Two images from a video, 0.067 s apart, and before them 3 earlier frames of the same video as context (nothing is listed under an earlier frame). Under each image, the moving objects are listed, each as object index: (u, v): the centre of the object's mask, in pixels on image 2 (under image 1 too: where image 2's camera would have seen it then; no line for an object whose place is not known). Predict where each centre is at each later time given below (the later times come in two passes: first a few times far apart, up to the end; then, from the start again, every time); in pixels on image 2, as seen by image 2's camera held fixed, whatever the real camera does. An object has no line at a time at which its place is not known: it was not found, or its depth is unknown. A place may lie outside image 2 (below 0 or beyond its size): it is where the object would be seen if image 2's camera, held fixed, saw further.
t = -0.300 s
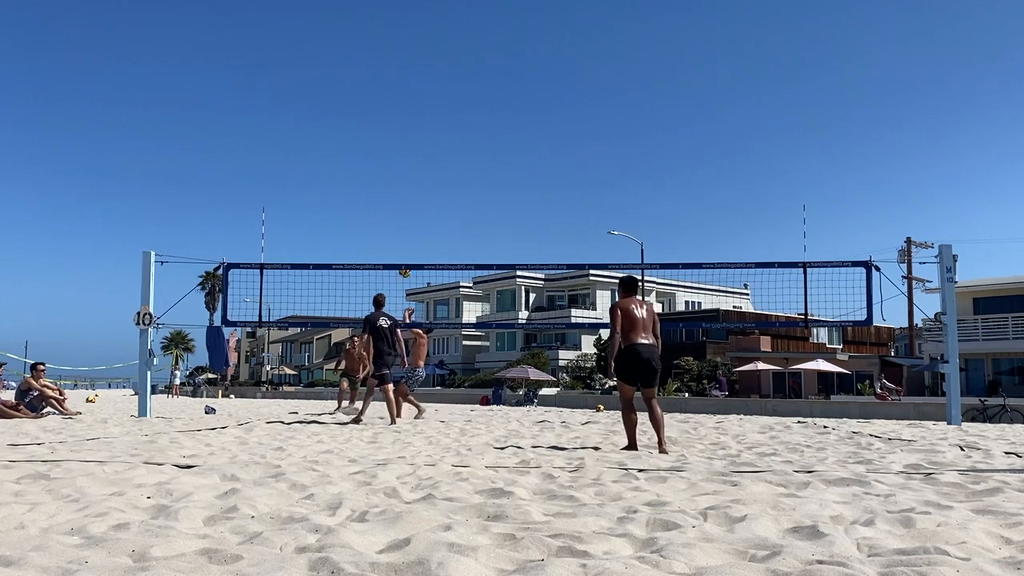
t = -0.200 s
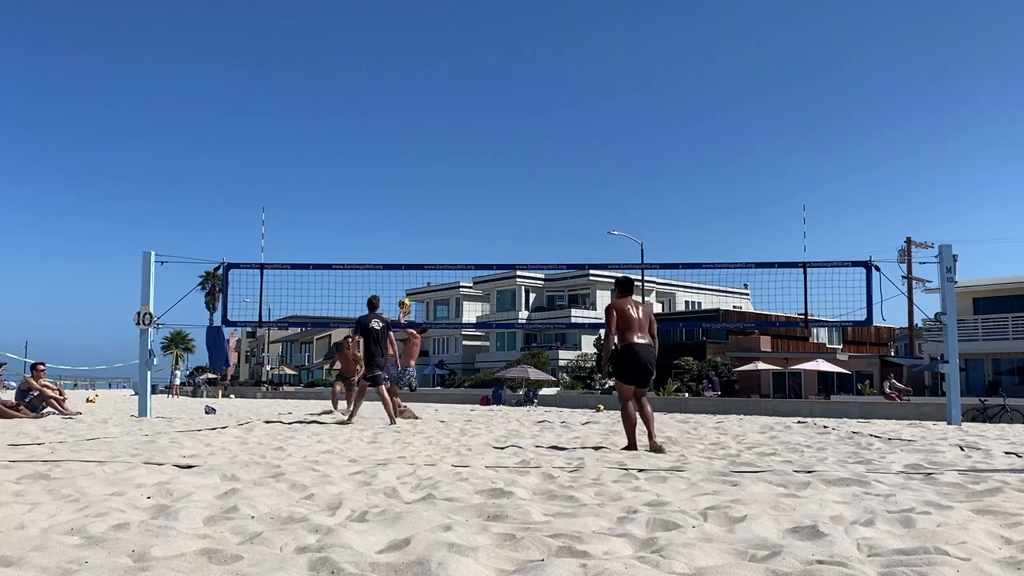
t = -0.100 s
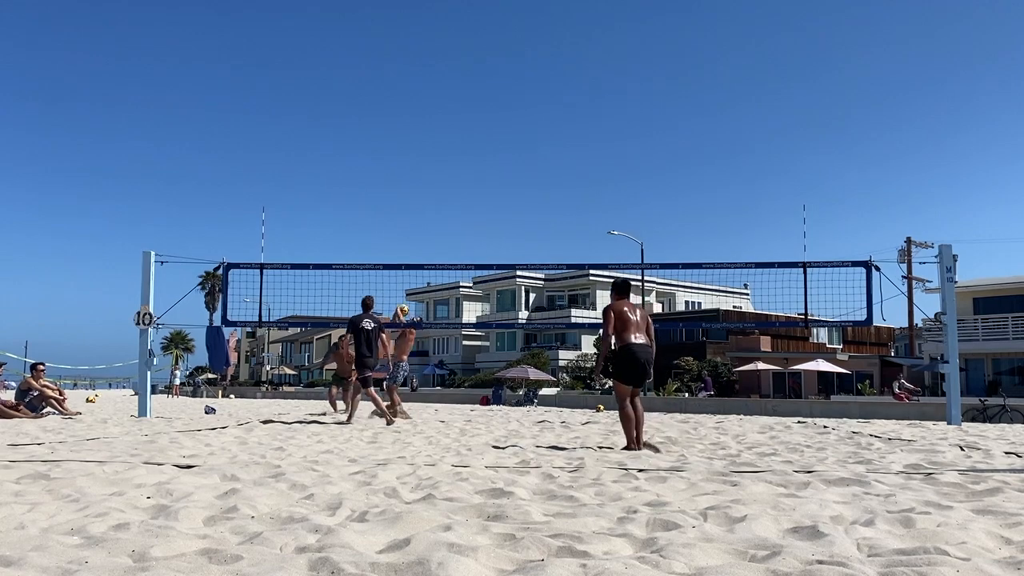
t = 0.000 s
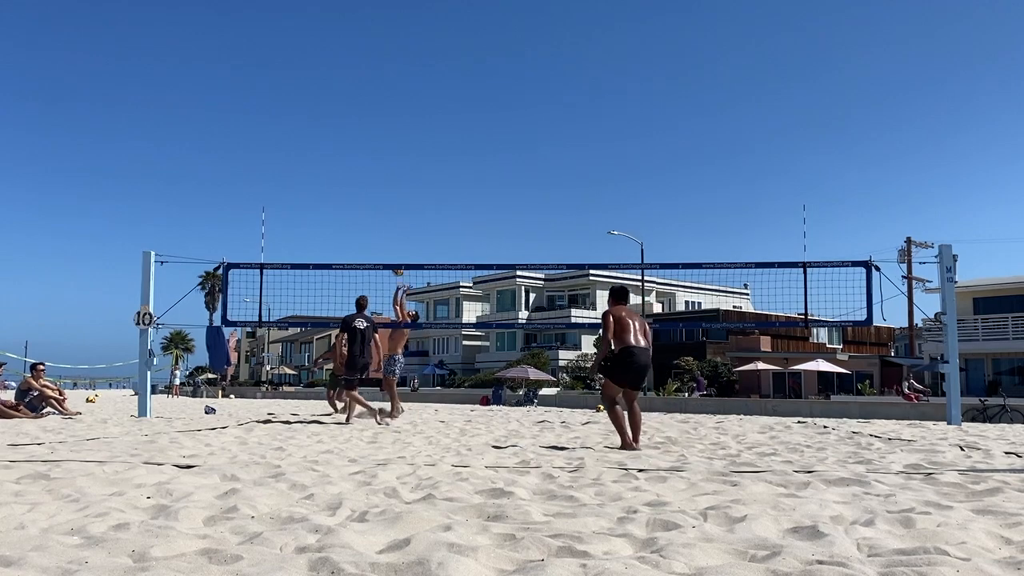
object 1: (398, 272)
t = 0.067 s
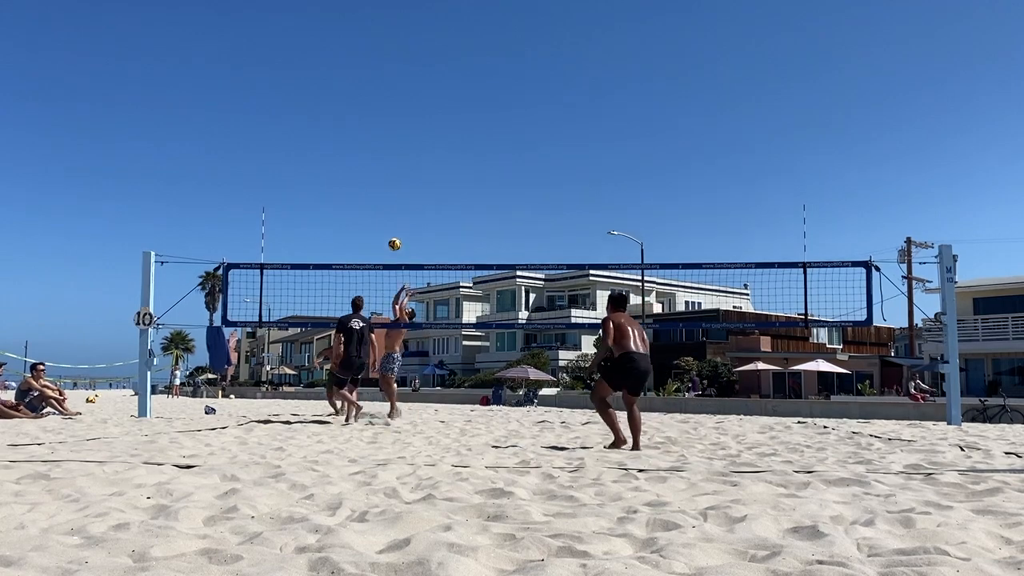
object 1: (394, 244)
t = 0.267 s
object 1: (384, 182)
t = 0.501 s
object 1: (373, 141)
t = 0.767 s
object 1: (362, 135)
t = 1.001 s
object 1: (353, 164)
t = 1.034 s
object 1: (352, 171)
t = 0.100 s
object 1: (393, 232)
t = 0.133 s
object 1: (391, 221)
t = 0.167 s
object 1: (389, 210)
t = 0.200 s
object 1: (387, 200)
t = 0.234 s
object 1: (385, 190)
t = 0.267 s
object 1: (384, 182)
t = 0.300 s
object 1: (382, 174)
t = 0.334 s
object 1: (380, 167)
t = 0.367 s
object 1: (379, 160)
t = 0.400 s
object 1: (377, 155)
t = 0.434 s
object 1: (376, 149)
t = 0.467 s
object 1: (374, 145)
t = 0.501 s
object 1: (373, 141)
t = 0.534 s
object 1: (372, 138)
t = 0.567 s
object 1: (370, 136)
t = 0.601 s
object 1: (369, 134)
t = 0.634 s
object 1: (368, 133)
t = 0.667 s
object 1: (366, 133)
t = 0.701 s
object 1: (365, 133)
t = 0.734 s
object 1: (363, 134)
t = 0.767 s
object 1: (362, 135)
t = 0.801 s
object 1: (361, 138)
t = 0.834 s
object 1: (359, 140)
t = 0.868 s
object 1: (358, 144)
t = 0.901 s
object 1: (357, 148)
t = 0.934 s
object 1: (355, 153)
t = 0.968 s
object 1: (354, 158)
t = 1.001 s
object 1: (353, 164)
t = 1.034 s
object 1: (352, 171)
